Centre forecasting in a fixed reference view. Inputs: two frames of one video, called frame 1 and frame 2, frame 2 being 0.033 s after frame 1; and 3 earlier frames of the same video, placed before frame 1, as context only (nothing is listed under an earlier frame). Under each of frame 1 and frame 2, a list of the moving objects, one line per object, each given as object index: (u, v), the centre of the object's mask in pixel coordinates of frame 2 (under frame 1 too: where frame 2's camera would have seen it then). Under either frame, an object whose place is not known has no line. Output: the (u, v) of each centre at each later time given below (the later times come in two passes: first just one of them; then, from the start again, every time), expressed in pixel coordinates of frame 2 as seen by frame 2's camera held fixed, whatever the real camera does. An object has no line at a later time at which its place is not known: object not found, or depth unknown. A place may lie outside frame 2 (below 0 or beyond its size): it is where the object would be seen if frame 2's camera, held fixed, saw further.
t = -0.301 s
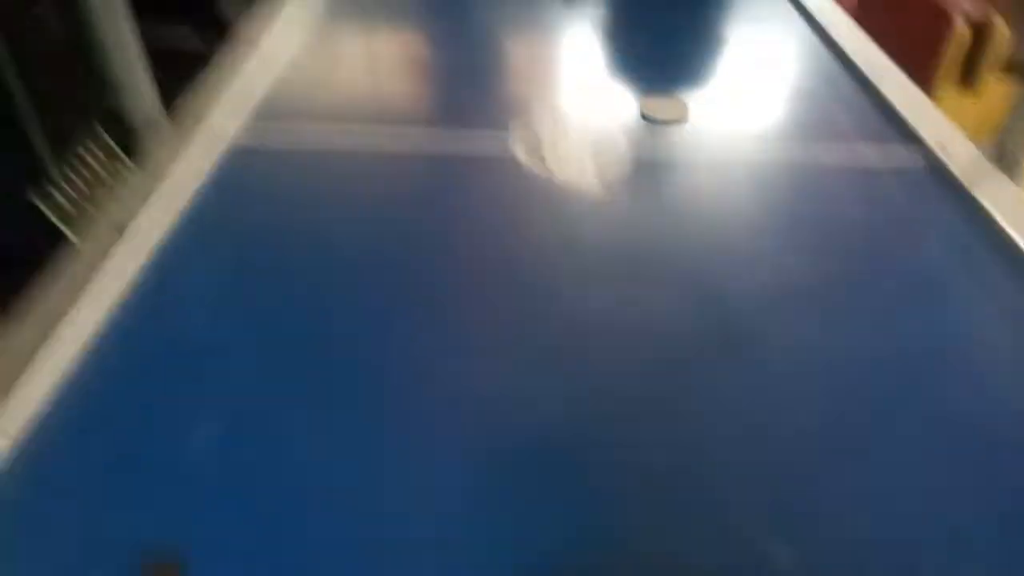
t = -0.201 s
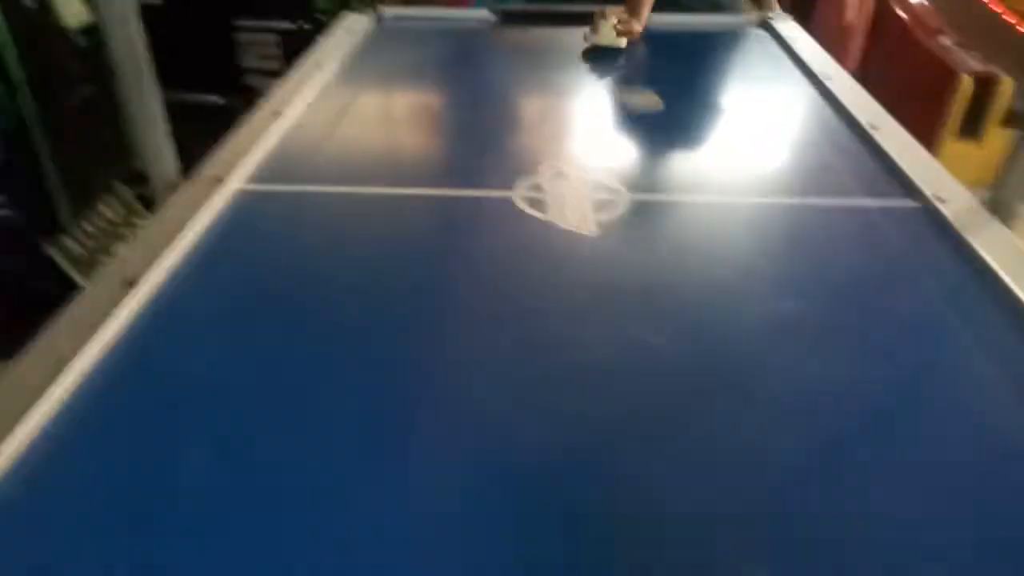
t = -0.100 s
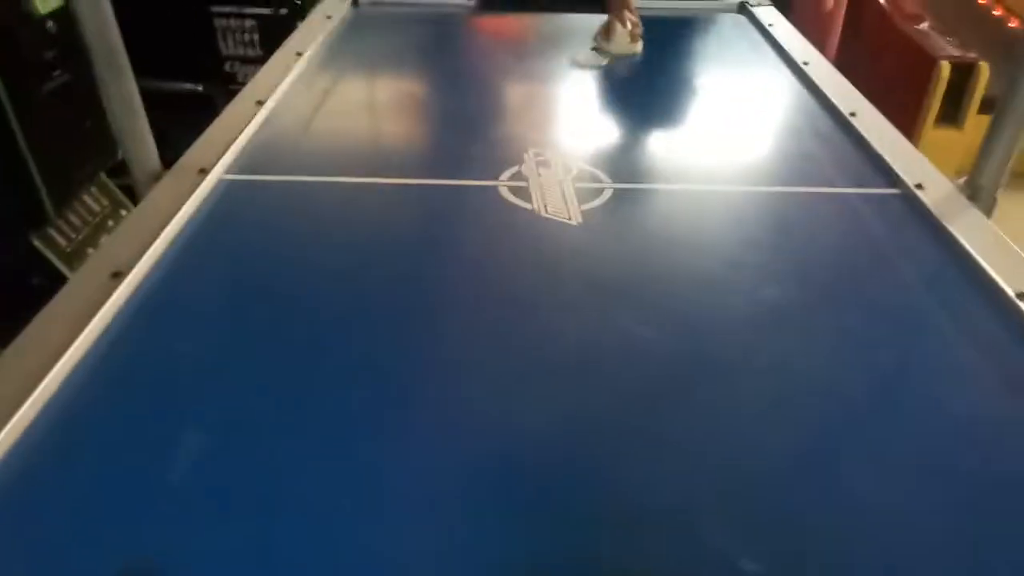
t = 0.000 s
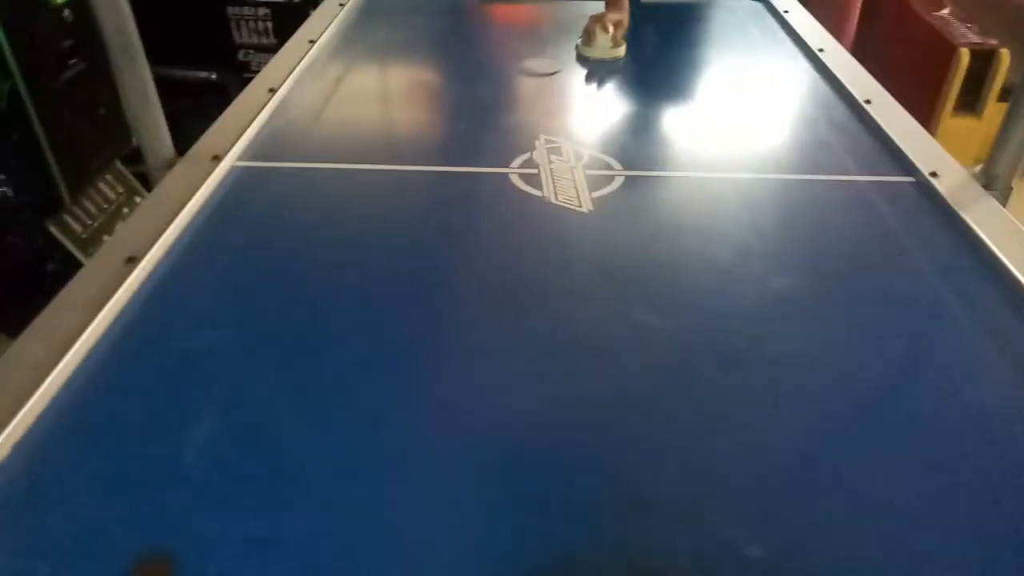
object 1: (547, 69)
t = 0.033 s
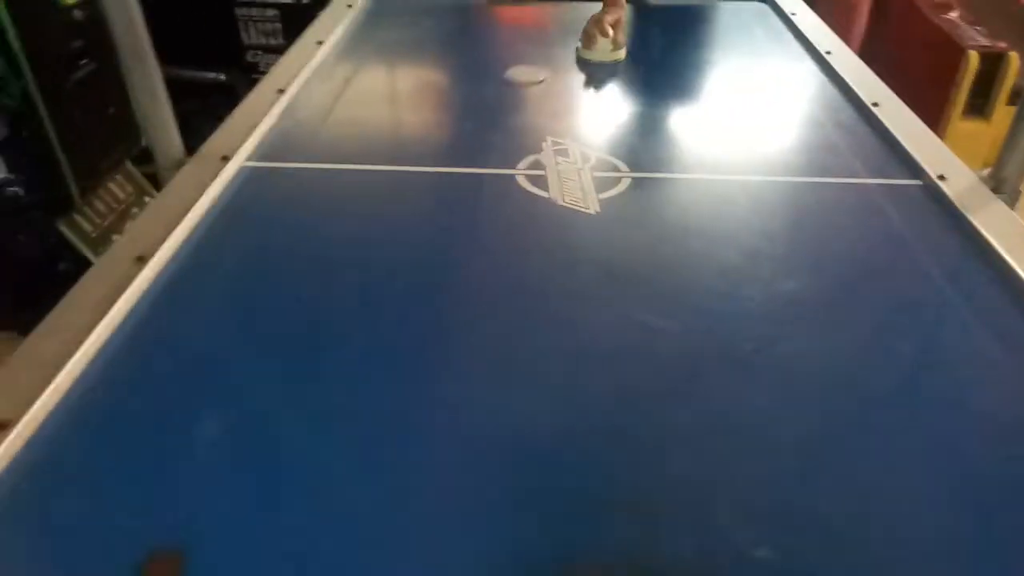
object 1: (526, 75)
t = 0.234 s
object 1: (375, 127)
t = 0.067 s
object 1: (503, 81)
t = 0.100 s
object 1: (480, 88)
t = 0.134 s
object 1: (455, 96)
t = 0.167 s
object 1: (430, 105)
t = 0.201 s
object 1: (405, 113)
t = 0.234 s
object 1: (375, 127)
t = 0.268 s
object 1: (343, 134)
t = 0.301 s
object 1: (309, 139)
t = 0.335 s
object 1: (279, 149)
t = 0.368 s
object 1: (295, 159)
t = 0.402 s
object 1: (312, 169)
